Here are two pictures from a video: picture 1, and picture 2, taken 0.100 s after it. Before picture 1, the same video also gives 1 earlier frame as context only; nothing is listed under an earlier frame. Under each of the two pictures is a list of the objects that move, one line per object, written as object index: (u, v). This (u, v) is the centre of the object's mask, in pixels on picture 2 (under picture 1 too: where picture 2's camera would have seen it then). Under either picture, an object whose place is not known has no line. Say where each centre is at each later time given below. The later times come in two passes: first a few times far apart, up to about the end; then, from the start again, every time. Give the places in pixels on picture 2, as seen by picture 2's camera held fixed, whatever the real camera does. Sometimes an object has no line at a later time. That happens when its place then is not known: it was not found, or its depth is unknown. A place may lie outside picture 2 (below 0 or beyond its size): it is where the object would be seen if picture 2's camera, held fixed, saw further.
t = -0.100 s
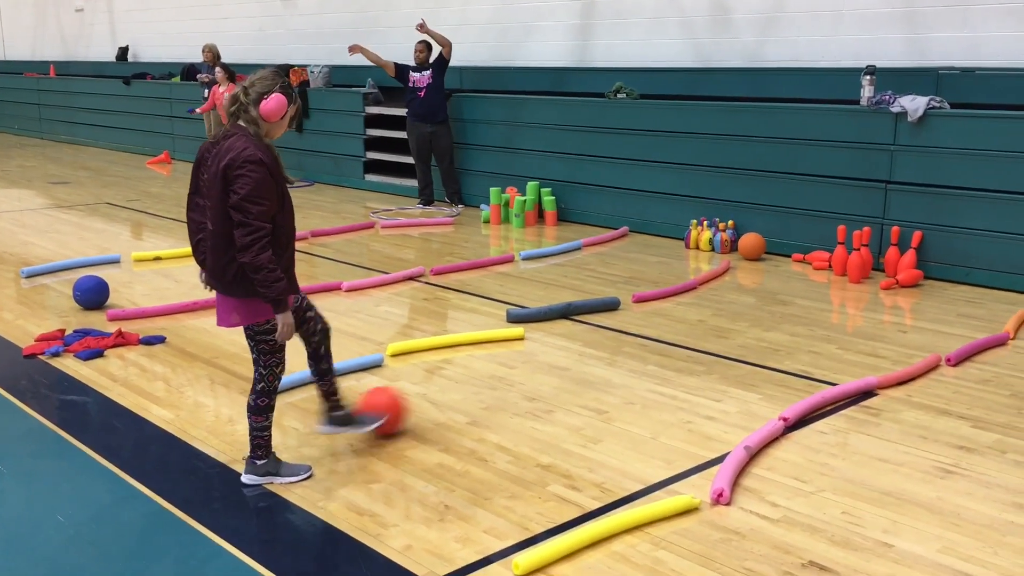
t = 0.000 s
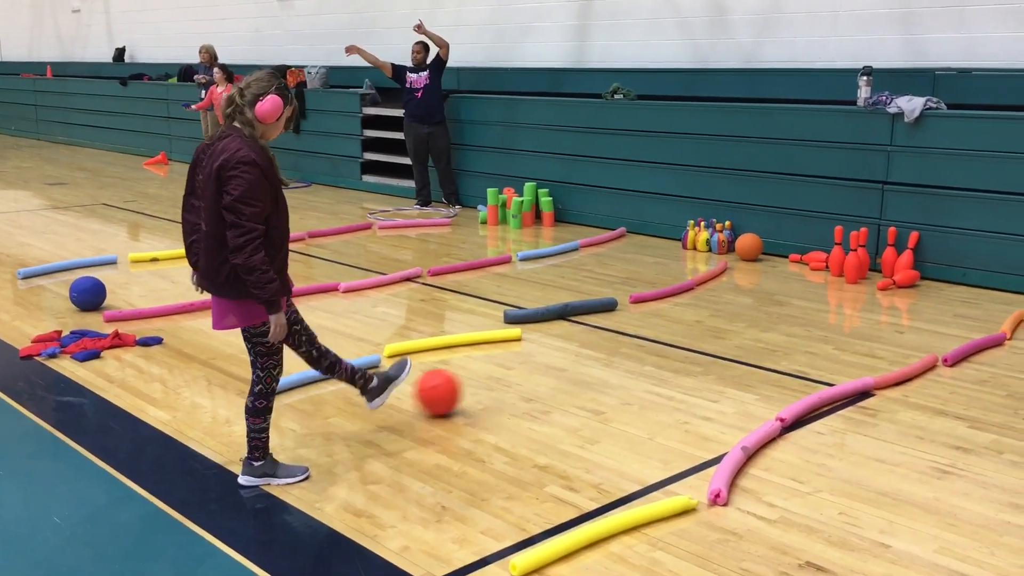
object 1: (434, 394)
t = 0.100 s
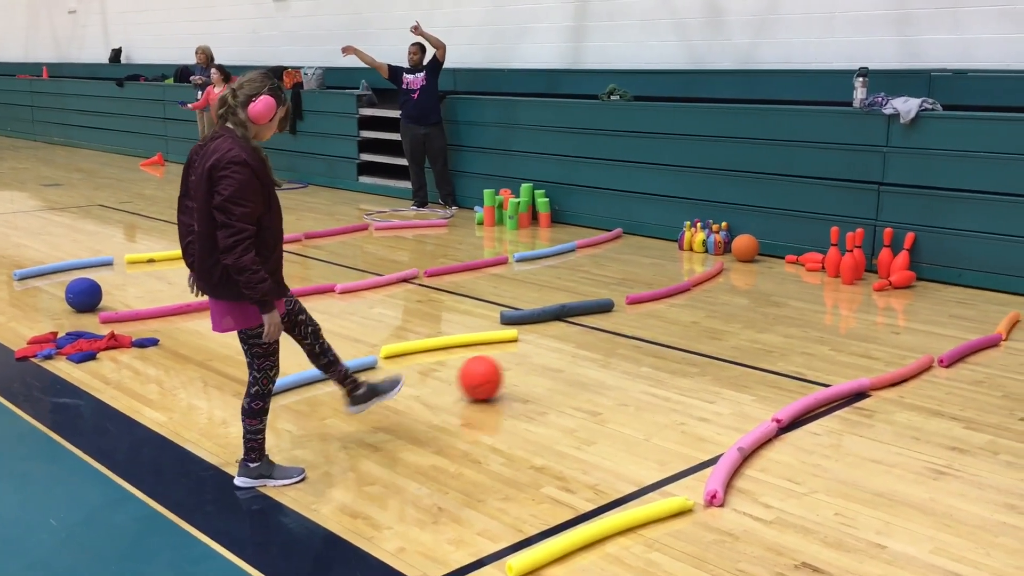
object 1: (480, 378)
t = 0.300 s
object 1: (546, 355)
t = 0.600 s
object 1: (623, 327)
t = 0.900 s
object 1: (685, 305)
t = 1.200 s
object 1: (736, 287)
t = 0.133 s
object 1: (493, 374)
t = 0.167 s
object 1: (505, 369)
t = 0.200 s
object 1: (516, 365)
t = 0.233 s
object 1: (527, 362)
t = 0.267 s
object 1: (536, 358)
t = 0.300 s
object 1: (546, 355)
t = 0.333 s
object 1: (556, 351)
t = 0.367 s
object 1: (565, 348)
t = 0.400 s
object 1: (574, 345)
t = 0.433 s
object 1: (582, 342)
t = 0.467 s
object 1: (591, 339)
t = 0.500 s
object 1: (599, 336)
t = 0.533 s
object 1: (608, 333)
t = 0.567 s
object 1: (615, 330)
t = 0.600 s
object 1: (623, 327)
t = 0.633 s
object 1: (630, 325)
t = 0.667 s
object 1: (638, 322)
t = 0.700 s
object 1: (645, 320)
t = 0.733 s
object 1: (652, 317)
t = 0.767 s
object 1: (659, 315)
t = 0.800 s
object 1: (665, 312)
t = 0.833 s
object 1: (672, 310)
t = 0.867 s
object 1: (678, 308)
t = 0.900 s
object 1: (685, 305)
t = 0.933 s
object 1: (691, 303)
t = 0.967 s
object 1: (697, 301)
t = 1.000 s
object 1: (703, 298)
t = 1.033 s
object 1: (708, 297)
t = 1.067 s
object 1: (714, 295)
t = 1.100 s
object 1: (720, 293)
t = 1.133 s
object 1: (725, 290)
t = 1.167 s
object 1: (730, 289)
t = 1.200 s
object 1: (736, 287)
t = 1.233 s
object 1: (741, 285)
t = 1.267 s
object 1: (745, 283)
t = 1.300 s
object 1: (750, 281)
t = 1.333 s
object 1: (755, 280)
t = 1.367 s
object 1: (759, 278)
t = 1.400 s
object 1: (764, 276)
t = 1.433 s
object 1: (769, 274)
